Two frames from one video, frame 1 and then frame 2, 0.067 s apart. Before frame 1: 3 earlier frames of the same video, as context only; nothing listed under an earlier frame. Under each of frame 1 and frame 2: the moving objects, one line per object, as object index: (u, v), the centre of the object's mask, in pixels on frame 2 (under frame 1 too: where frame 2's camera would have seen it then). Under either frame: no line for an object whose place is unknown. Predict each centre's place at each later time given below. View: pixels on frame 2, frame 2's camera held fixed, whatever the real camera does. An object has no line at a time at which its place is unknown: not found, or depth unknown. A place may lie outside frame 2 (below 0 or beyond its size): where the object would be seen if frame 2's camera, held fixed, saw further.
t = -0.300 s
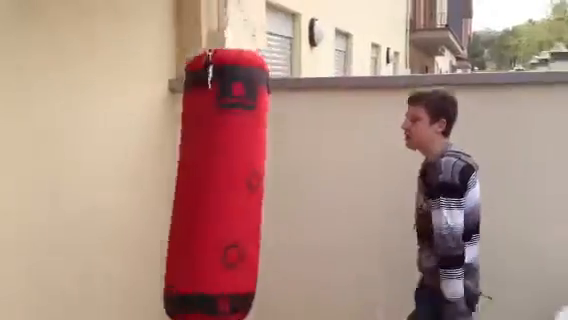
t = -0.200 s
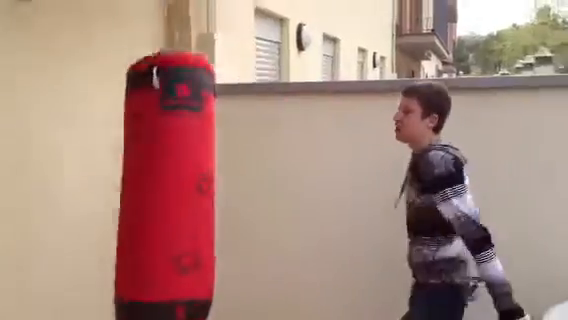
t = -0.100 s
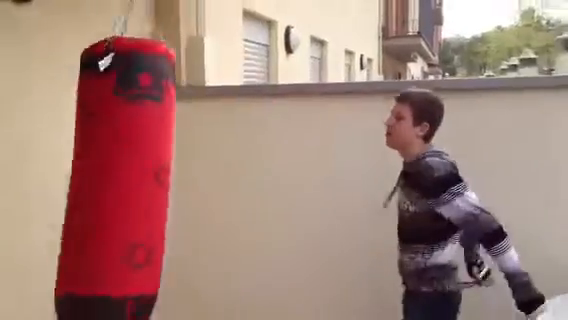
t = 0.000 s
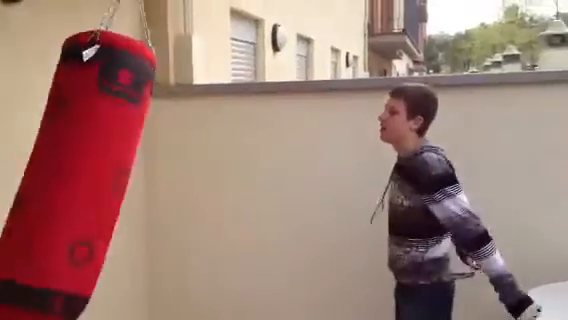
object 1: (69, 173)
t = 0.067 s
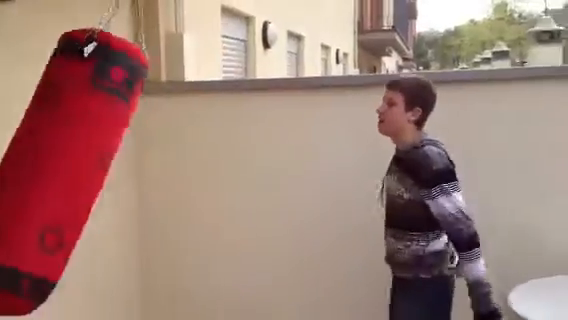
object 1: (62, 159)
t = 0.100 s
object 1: (59, 151)
